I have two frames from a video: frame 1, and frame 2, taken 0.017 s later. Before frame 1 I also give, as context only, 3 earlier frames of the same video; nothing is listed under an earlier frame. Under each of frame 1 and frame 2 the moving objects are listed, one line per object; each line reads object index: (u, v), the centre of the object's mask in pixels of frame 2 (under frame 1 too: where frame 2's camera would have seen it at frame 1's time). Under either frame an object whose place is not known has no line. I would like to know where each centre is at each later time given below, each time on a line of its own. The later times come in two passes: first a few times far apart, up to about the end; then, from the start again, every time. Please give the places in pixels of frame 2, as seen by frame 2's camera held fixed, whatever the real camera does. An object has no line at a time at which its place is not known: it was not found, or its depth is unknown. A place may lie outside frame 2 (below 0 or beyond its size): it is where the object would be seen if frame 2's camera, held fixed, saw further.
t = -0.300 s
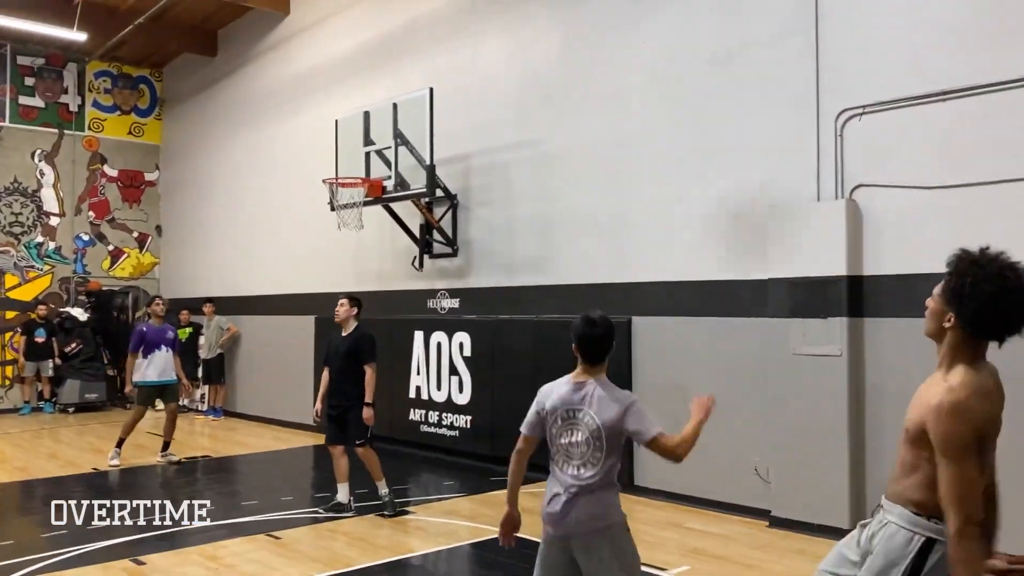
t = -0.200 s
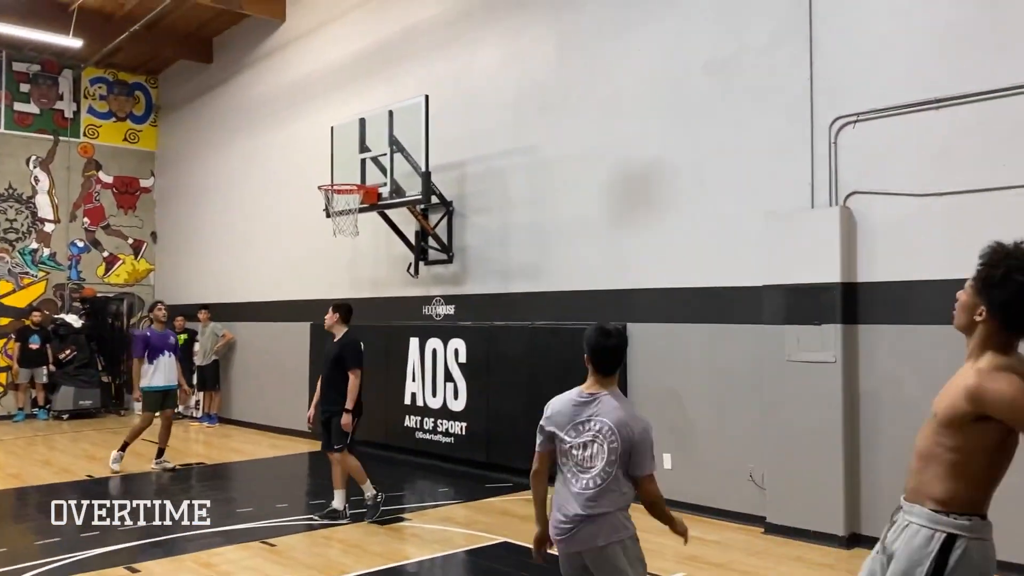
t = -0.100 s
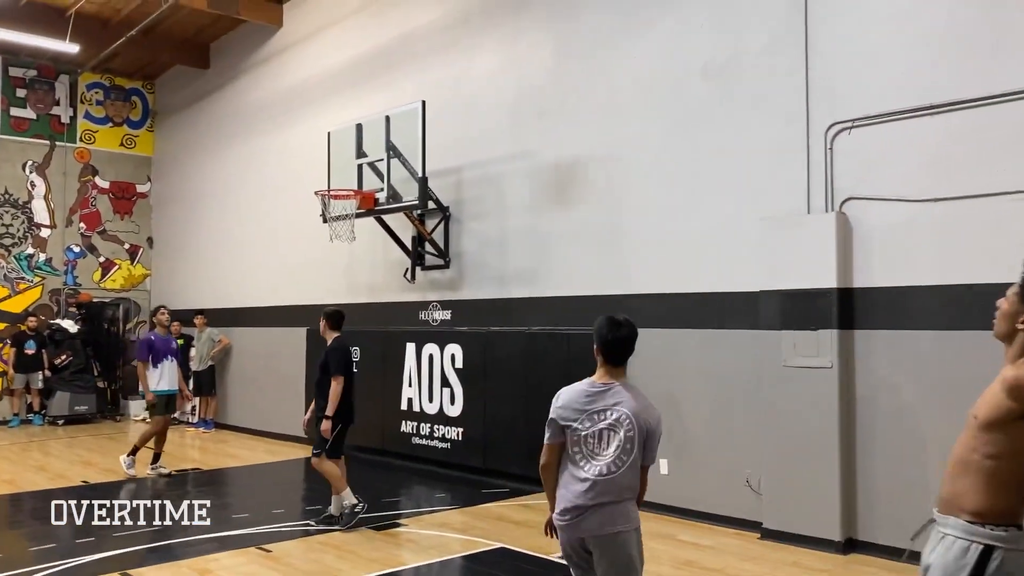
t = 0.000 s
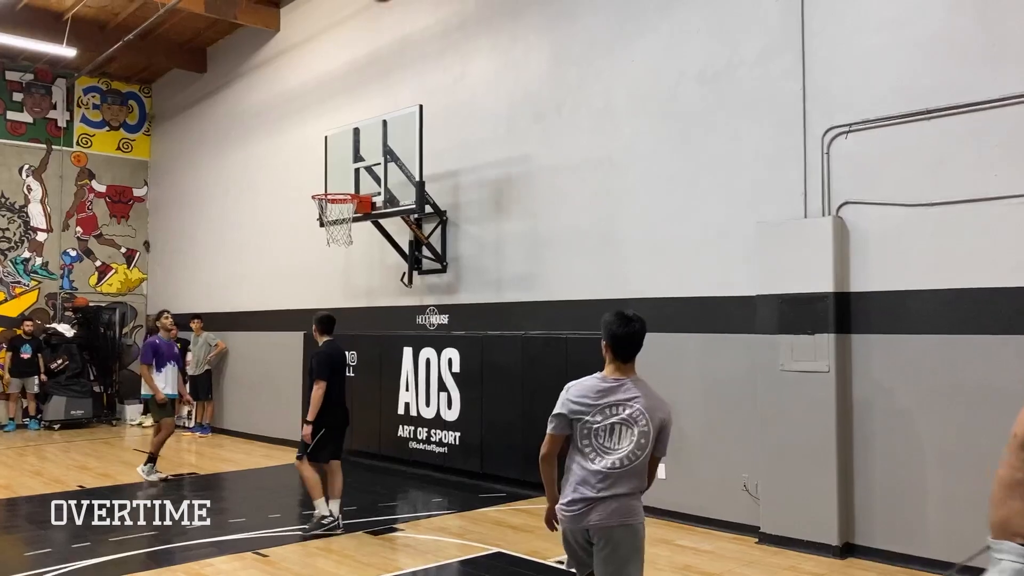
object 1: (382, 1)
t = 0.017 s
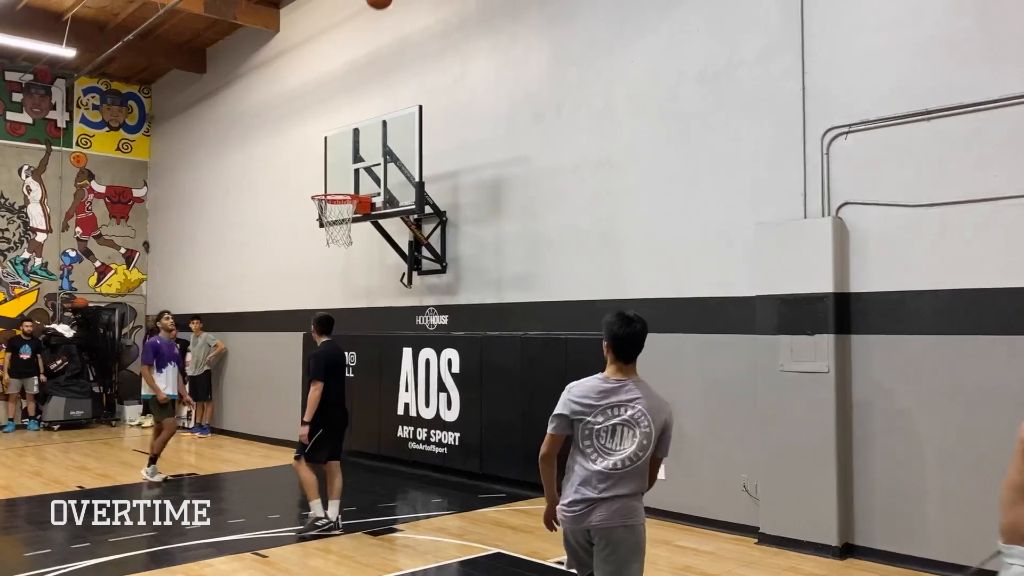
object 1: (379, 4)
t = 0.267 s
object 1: (350, 120)
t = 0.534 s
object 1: (329, 237)
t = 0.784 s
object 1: (314, 309)
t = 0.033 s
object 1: (377, 7)
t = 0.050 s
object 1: (374, 11)
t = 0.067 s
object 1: (372, 17)
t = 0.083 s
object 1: (370, 25)
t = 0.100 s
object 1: (368, 33)
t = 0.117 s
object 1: (366, 41)
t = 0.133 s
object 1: (364, 50)
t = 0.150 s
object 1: (362, 58)
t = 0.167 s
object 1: (361, 67)
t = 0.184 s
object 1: (358, 75)
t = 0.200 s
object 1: (357, 84)
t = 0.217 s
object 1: (355, 93)
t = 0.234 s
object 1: (354, 102)
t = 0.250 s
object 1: (352, 111)
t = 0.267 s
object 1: (350, 120)
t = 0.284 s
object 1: (349, 130)
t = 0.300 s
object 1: (347, 139)
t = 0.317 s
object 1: (345, 148)
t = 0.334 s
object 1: (344, 157)
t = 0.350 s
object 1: (342, 167)
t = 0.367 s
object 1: (341, 177)
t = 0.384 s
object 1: (340, 186)
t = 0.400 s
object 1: (338, 196)
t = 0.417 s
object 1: (337, 206)
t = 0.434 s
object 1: (336, 216)
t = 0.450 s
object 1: (335, 222)
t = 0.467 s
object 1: (334, 227)
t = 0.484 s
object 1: (332, 229)
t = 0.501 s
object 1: (331, 231)
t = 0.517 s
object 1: (330, 234)
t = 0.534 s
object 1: (329, 237)
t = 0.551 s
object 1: (328, 241)
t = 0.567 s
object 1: (327, 244)
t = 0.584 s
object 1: (326, 248)
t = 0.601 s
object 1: (325, 252)
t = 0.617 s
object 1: (324, 256)
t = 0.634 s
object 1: (323, 261)
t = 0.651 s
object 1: (322, 265)
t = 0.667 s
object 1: (321, 270)
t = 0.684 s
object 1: (320, 275)
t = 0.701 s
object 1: (319, 280)
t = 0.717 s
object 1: (318, 286)
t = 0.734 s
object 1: (317, 291)
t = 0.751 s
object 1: (316, 297)
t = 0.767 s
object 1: (315, 303)
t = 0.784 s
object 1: (314, 309)
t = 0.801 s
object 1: (313, 316)
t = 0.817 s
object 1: (312, 322)
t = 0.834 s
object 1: (311, 329)
